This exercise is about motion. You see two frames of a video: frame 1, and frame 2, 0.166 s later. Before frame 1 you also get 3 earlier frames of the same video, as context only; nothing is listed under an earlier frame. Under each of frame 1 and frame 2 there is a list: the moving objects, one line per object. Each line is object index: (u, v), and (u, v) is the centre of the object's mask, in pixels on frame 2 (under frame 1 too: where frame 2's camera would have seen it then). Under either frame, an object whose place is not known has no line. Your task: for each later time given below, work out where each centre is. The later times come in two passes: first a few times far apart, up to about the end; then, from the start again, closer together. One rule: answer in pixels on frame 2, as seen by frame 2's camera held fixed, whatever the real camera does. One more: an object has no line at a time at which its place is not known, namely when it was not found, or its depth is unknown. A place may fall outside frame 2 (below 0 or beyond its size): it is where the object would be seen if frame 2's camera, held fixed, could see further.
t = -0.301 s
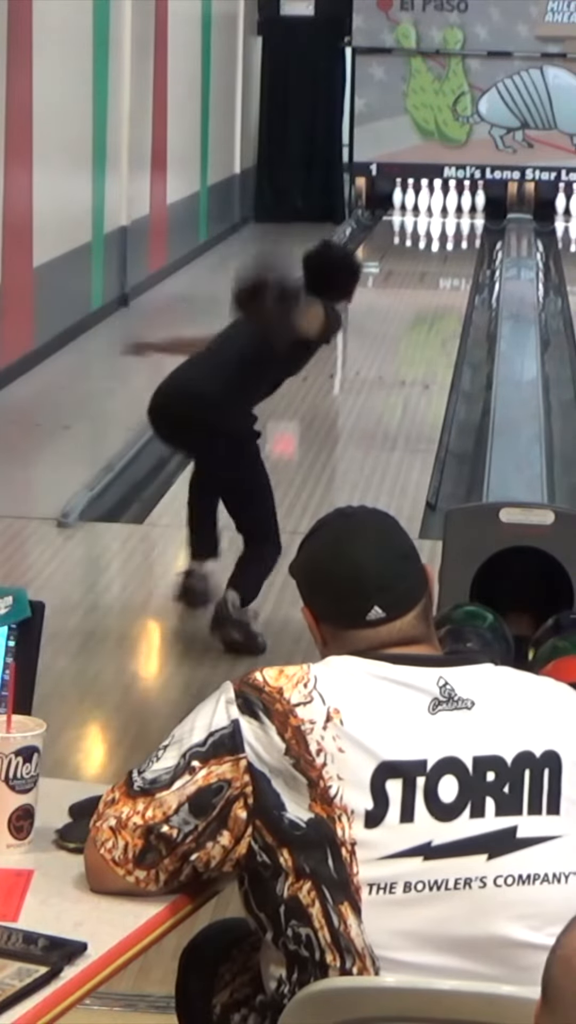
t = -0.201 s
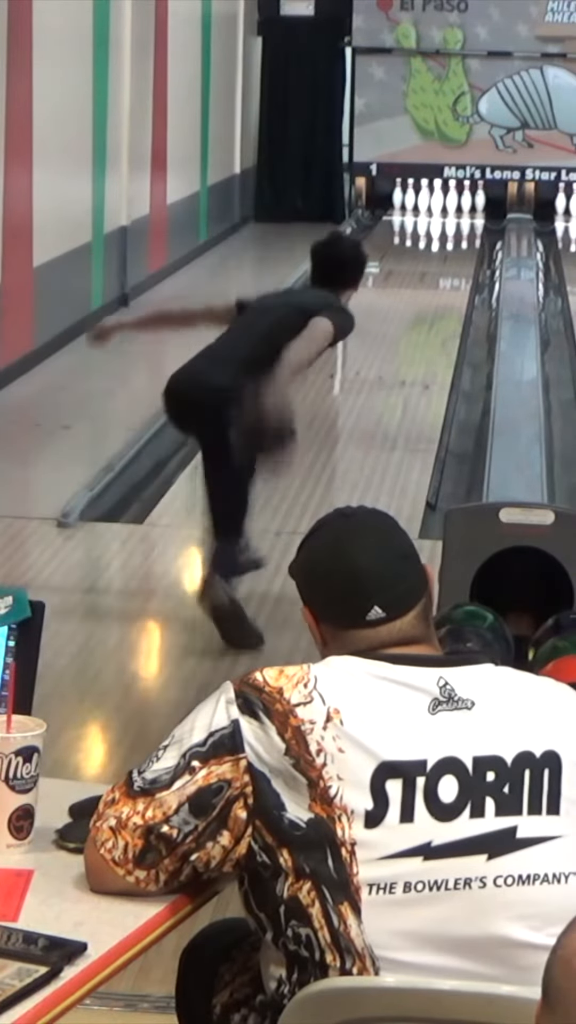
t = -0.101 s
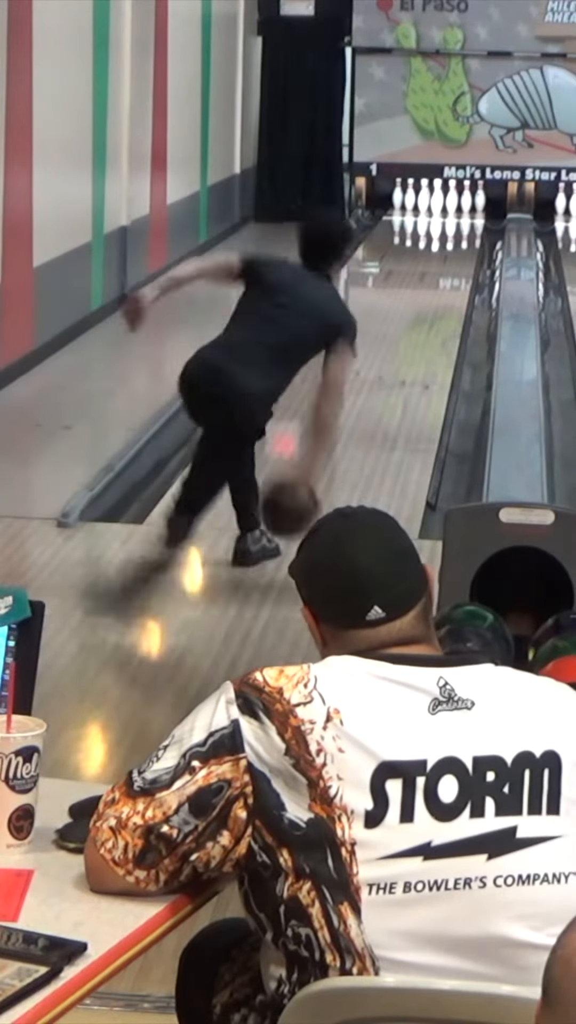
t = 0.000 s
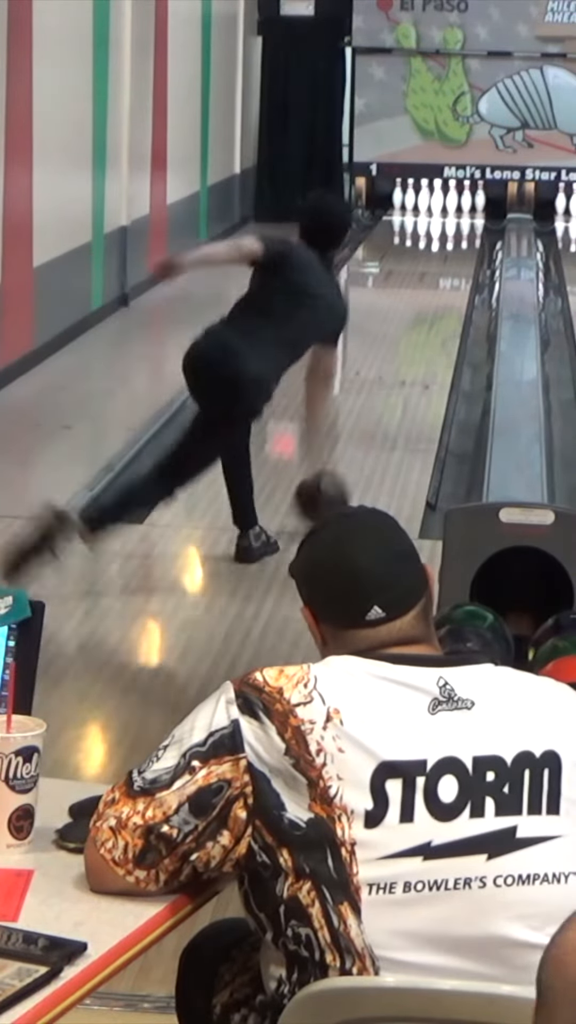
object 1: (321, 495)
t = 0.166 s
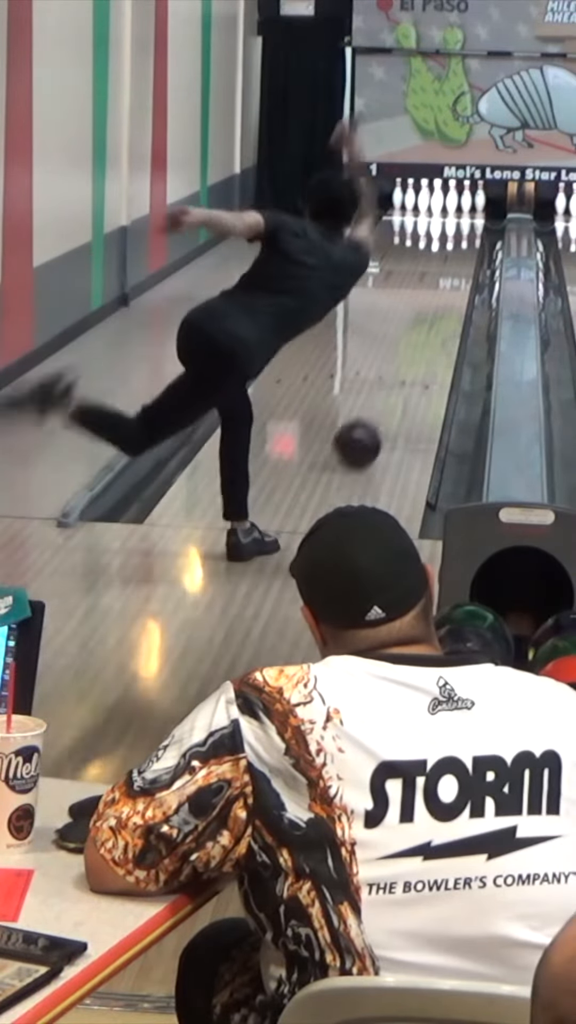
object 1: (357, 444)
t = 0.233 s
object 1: (369, 423)
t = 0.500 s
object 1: (404, 356)
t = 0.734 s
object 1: (425, 316)
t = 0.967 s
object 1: (436, 285)
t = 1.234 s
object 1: (447, 264)
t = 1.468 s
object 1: (448, 239)
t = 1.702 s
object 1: (445, 224)
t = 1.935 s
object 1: (438, 211)
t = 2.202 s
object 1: (429, 202)
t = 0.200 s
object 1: (363, 433)
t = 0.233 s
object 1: (369, 423)
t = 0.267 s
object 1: (374, 413)
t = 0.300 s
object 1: (379, 403)
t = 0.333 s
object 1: (385, 395)
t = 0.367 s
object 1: (388, 387)
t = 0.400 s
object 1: (393, 379)
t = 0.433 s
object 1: (397, 371)
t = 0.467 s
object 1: (401, 363)
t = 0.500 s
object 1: (404, 356)
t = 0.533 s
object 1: (408, 350)
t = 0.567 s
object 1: (411, 343)
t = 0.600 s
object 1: (414, 337)
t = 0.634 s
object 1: (417, 332)
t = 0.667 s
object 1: (420, 327)
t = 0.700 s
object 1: (422, 321)
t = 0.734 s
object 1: (425, 316)
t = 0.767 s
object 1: (427, 311)
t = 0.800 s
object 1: (429, 307)
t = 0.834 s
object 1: (431, 302)
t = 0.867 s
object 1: (432, 297)
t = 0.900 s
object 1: (434, 293)
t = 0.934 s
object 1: (435, 289)
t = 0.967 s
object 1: (436, 285)
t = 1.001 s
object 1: (438, 281)
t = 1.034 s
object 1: (439, 277)
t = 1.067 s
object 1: (440, 274)
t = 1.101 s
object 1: (441, 271)
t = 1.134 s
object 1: (442, 268)
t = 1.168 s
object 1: (444, 265)
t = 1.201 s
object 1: (446, 264)
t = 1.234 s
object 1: (447, 264)
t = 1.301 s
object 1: (444, 247)
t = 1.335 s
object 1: (446, 249)
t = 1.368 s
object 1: (446, 247)
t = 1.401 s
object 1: (447, 244)
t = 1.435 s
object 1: (447, 242)
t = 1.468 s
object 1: (448, 239)
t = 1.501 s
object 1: (448, 237)
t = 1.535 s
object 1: (447, 234)
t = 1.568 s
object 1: (447, 232)
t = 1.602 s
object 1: (447, 230)
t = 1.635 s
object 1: (446, 228)
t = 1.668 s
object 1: (446, 225)
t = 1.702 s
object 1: (445, 224)
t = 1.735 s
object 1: (444, 222)
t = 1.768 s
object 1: (444, 220)
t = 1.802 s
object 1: (443, 218)
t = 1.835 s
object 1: (442, 216)
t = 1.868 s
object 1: (441, 214)
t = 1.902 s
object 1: (439, 213)
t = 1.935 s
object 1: (438, 211)
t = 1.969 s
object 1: (437, 210)
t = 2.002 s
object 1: (435, 207)
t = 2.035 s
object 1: (435, 207)
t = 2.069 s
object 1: (431, 204)
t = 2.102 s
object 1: (430, 204)
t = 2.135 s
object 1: (429, 203)
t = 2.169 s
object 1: (430, 203)
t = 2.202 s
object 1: (429, 202)
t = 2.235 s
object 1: (429, 200)
